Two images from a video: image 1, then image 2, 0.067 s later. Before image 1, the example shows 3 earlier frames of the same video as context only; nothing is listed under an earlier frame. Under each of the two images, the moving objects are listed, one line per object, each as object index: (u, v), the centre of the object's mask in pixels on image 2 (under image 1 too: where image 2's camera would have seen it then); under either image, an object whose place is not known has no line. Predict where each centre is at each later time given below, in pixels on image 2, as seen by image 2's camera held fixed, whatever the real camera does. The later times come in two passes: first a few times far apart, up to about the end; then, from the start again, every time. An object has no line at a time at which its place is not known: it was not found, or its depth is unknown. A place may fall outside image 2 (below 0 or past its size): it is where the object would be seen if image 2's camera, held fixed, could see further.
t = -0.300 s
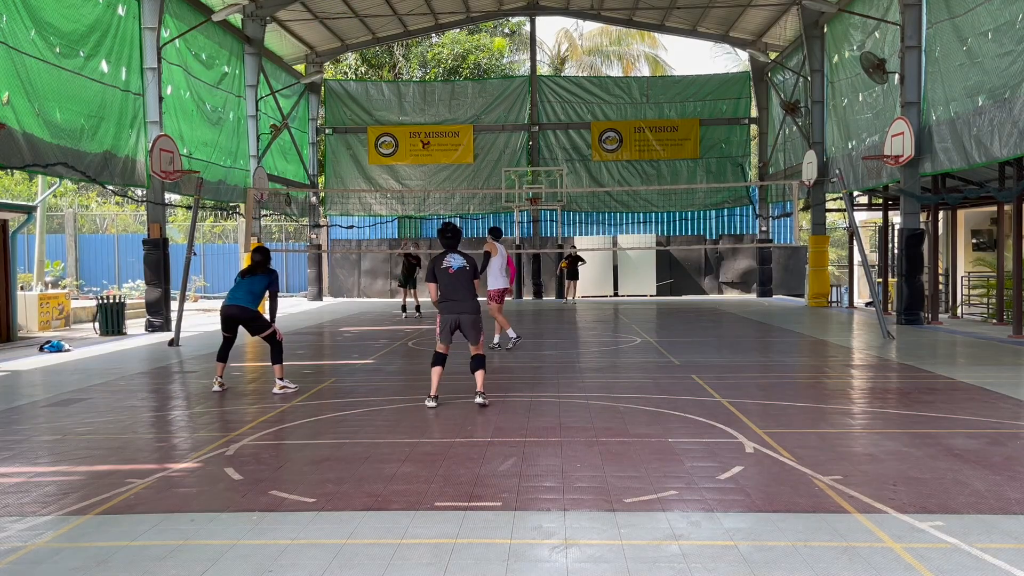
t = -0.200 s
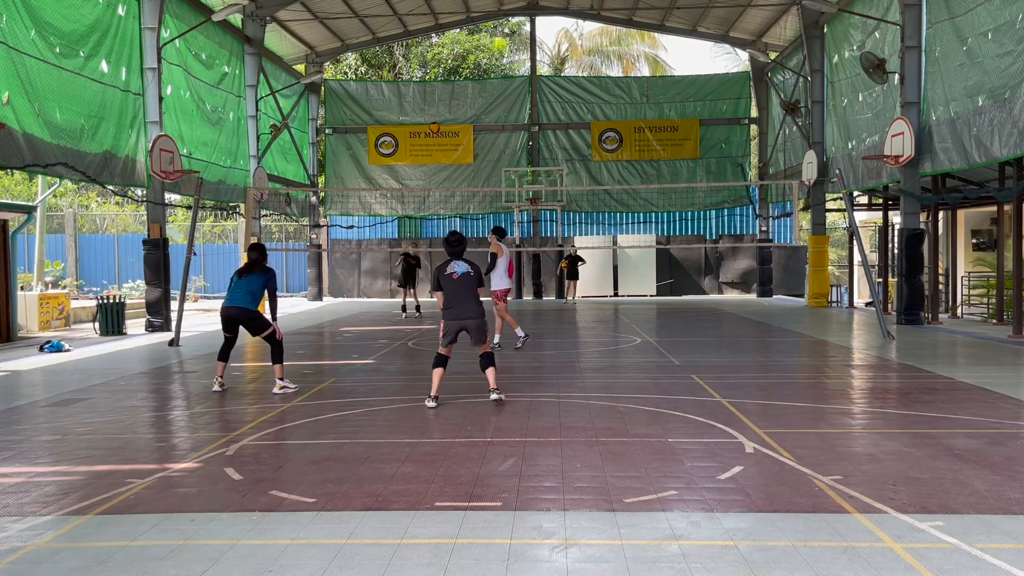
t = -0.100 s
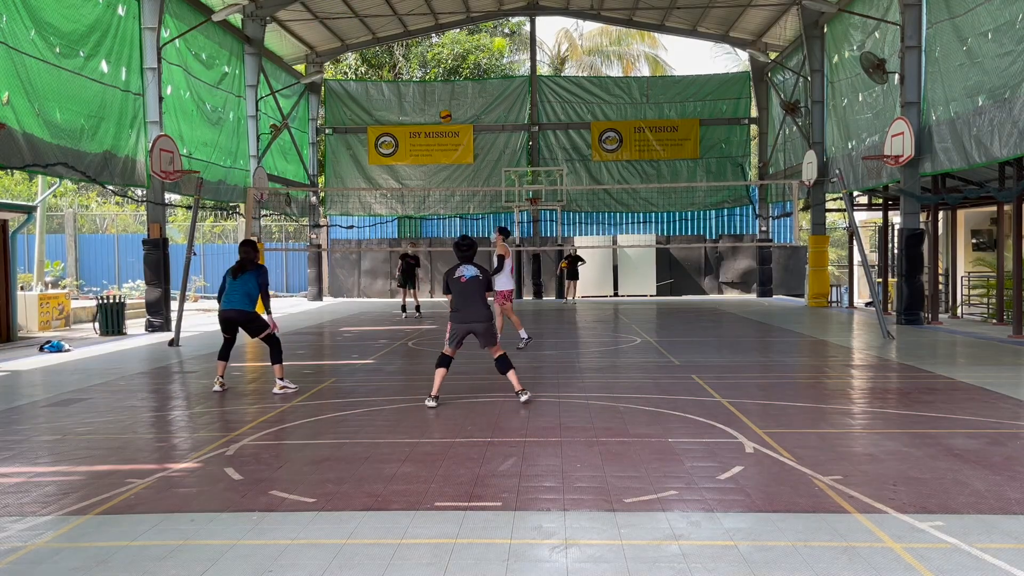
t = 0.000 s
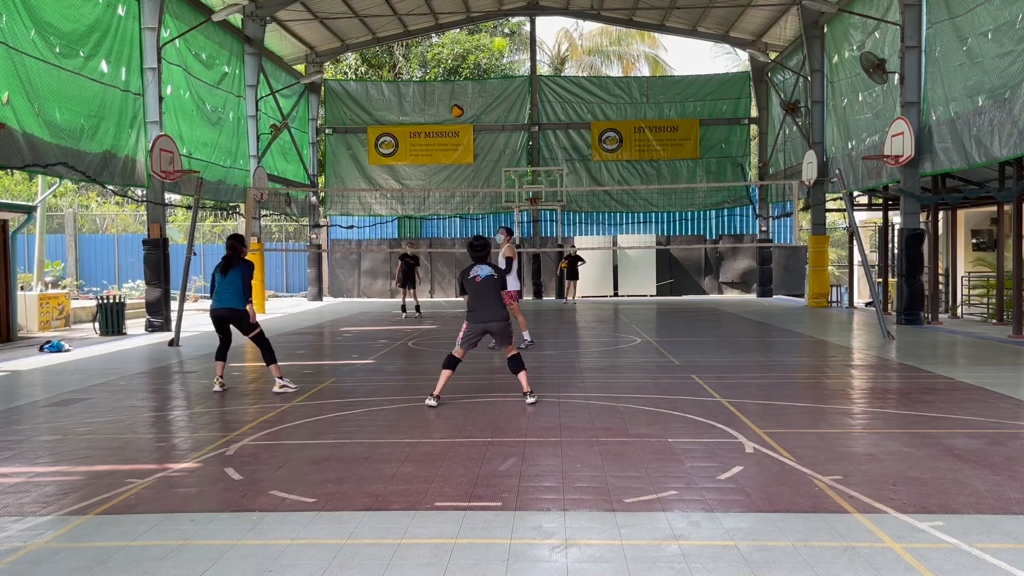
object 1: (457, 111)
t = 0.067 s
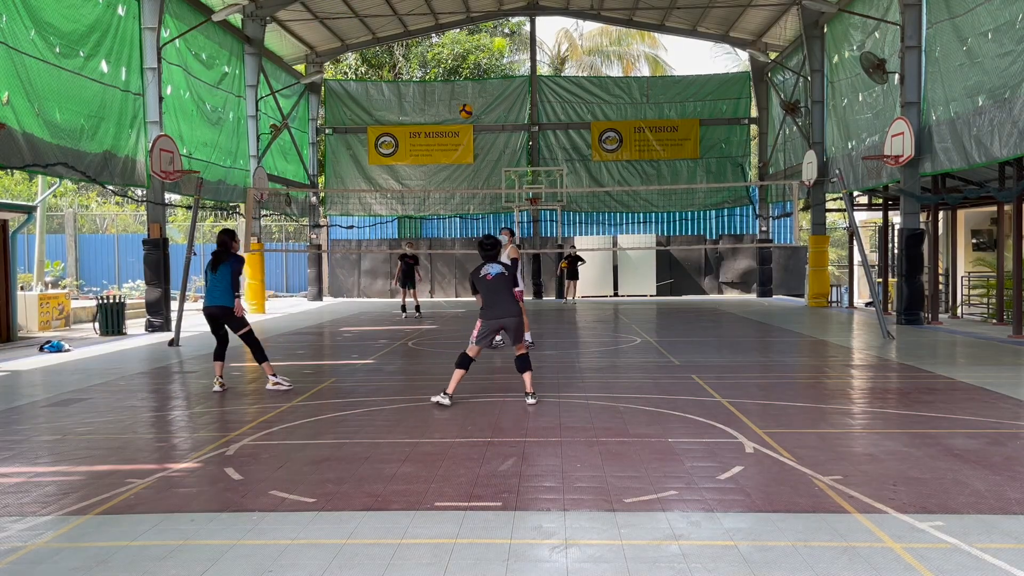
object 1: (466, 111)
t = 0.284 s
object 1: (500, 140)
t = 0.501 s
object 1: (549, 218)
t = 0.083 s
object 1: (468, 112)
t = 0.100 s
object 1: (470, 113)
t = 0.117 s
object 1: (473, 114)
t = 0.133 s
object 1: (475, 115)
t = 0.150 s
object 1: (477, 117)
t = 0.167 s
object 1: (480, 119)
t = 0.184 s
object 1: (482, 121)
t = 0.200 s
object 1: (485, 124)
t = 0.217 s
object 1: (487, 126)
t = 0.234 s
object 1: (491, 130)
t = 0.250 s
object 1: (494, 133)
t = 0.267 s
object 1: (497, 136)
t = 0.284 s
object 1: (500, 140)
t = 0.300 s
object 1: (503, 144)
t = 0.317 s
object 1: (506, 148)
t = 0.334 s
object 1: (510, 153)
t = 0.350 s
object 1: (513, 158)
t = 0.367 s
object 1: (517, 163)
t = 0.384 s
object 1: (521, 169)
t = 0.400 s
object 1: (525, 175)
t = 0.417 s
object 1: (529, 181)
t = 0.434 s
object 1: (533, 188)
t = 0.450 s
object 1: (537, 196)
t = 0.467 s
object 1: (541, 203)
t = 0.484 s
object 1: (545, 210)
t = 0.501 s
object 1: (549, 218)
